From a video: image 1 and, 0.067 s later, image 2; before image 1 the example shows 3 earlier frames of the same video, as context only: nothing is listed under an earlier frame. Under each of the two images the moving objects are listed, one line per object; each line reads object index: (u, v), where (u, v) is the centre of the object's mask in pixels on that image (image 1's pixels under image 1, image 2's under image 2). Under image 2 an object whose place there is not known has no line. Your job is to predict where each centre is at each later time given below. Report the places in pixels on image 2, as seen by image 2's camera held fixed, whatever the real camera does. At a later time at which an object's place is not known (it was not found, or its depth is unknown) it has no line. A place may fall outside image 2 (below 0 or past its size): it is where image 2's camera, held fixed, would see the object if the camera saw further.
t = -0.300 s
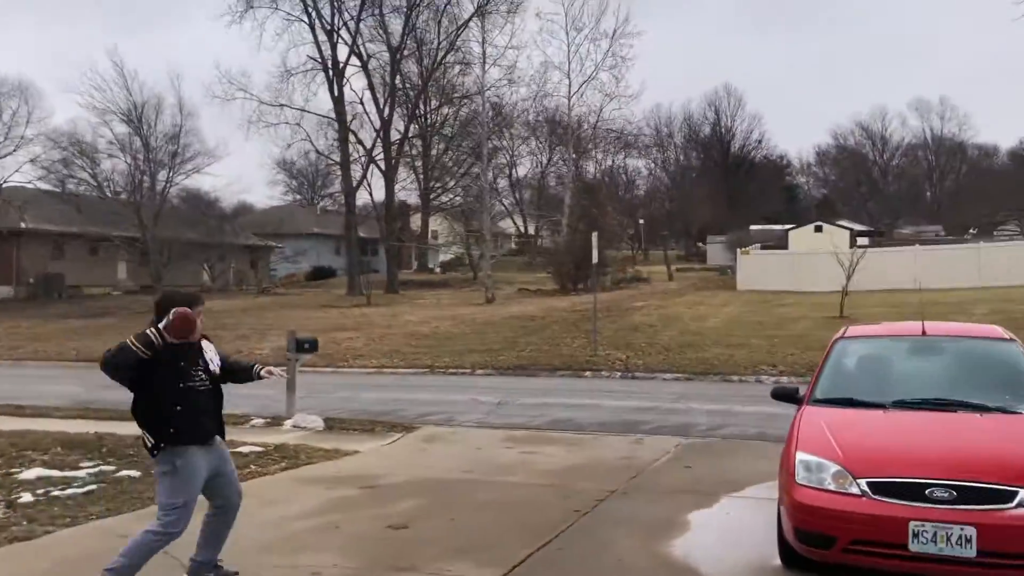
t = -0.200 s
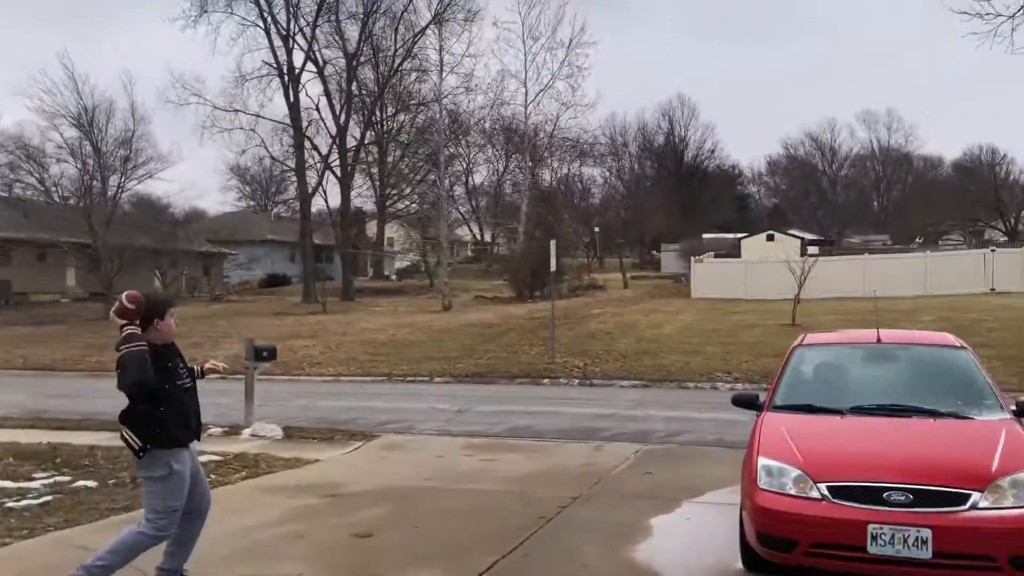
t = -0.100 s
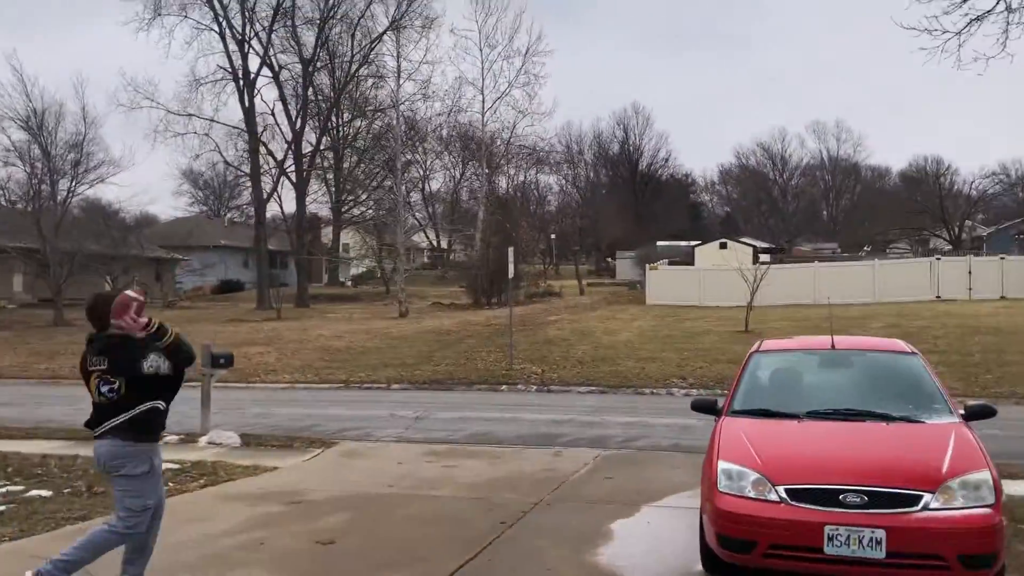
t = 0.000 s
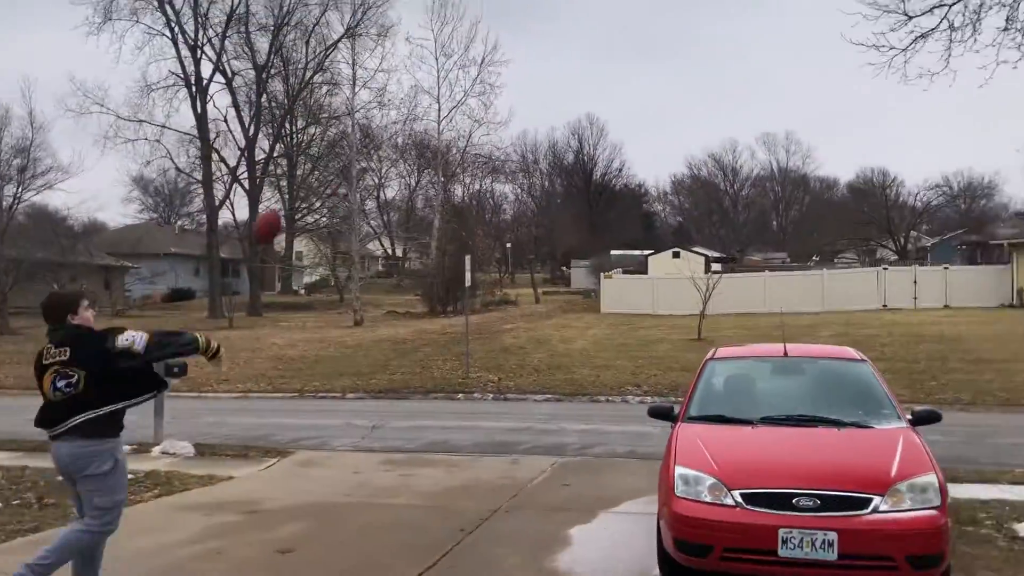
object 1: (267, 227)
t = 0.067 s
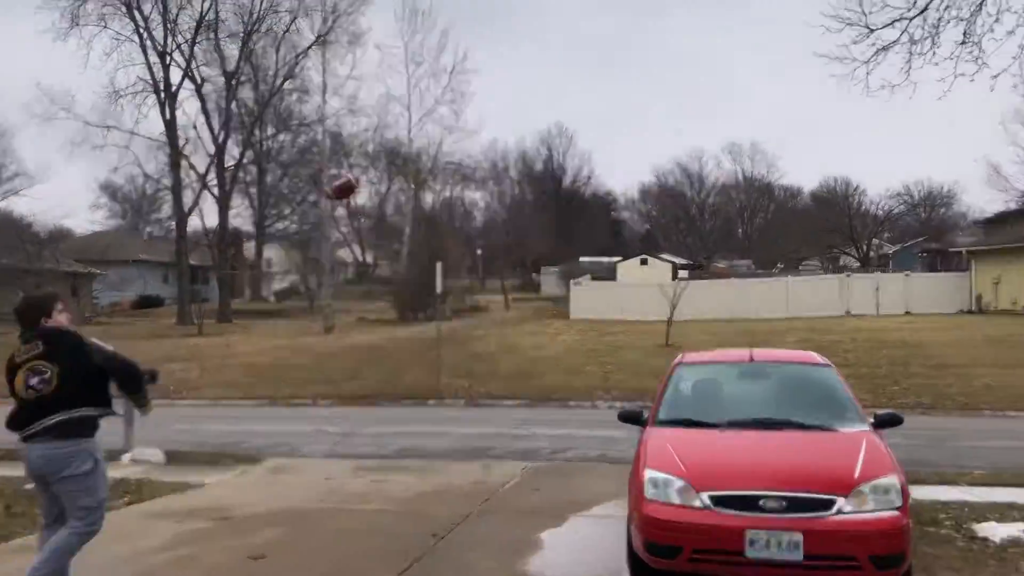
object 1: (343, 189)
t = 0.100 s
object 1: (389, 167)
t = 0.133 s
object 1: (427, 155)
